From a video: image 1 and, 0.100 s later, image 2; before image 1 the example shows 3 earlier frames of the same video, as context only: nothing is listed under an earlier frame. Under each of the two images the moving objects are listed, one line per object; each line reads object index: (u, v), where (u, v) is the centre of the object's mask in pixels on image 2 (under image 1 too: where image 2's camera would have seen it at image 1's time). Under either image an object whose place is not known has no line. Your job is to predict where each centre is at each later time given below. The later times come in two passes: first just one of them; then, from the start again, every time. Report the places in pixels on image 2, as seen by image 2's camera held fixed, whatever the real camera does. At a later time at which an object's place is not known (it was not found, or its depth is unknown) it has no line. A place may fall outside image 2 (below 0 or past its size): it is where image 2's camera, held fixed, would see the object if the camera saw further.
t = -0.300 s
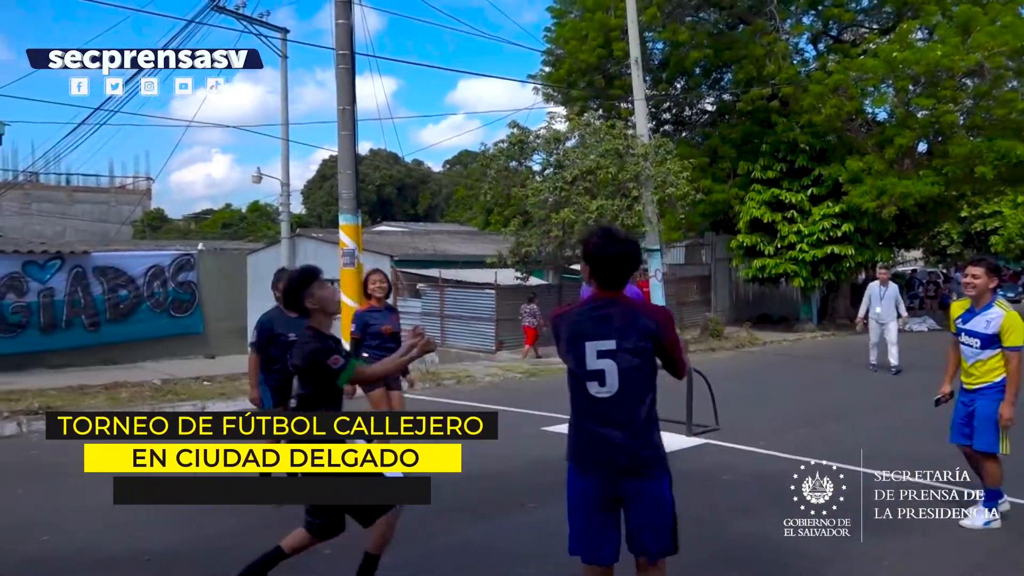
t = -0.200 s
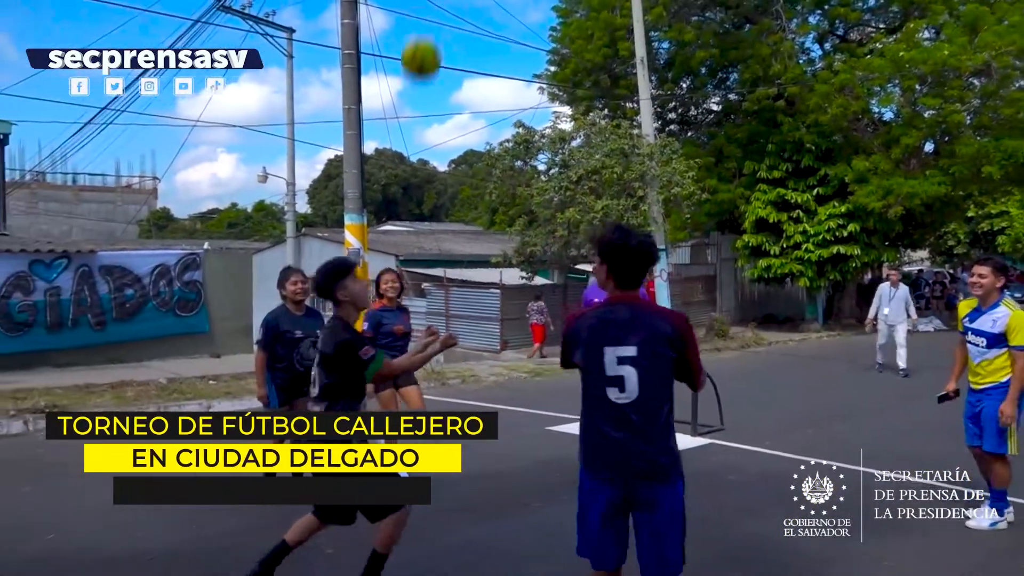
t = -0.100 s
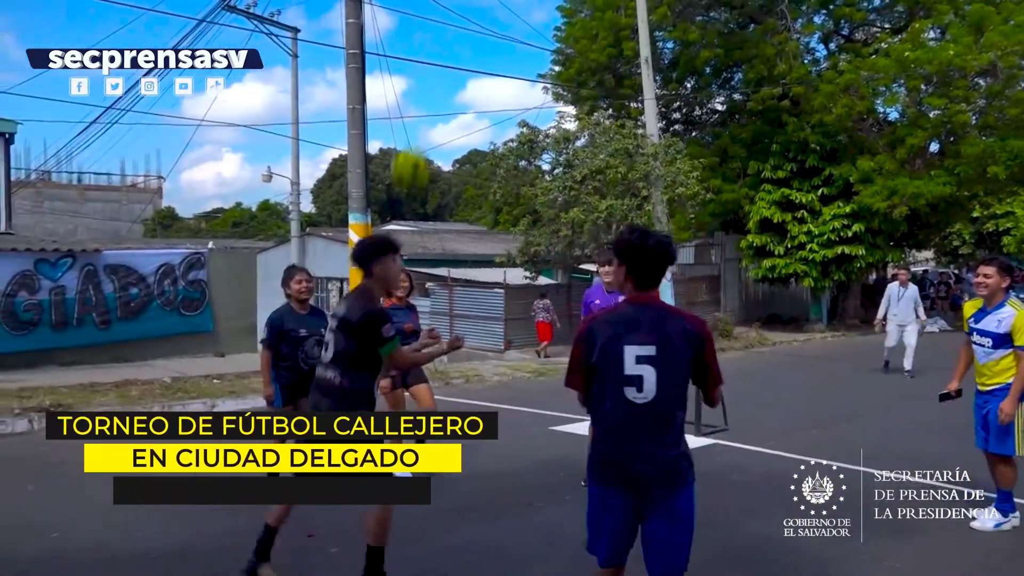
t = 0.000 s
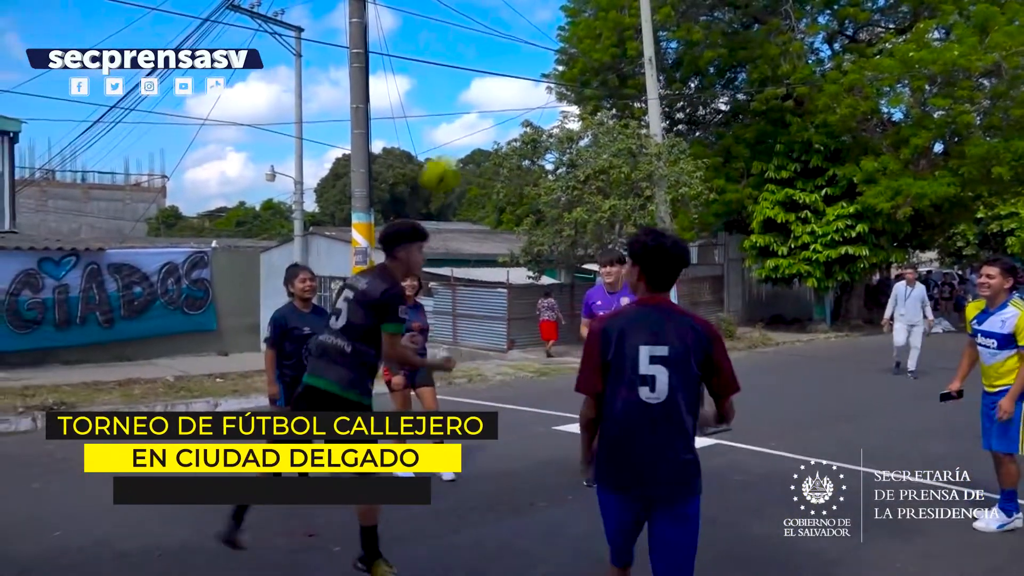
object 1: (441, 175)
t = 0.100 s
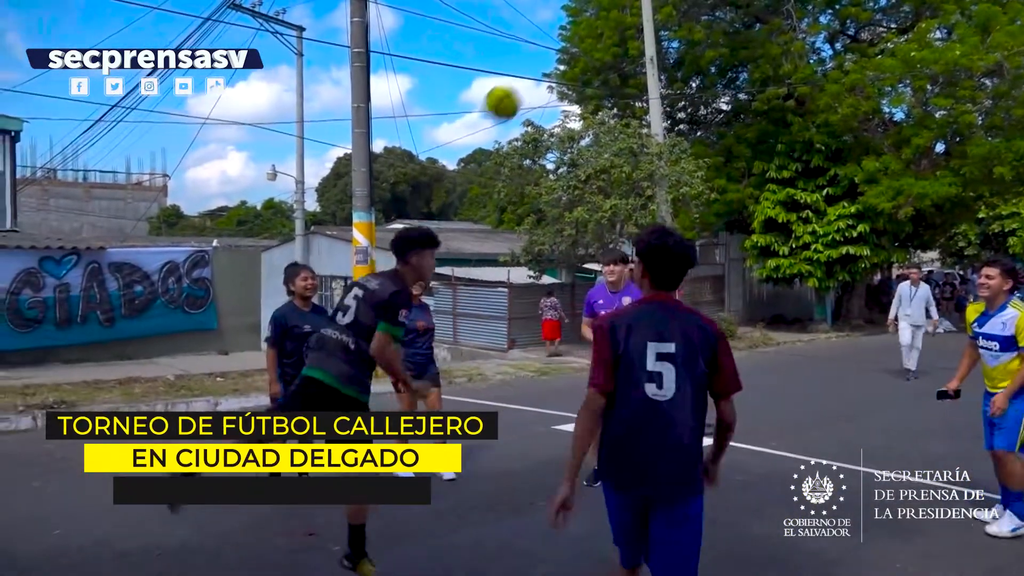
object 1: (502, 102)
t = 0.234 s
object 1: (575, 45)
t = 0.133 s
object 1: (521, 85)
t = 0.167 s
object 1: (539, 69)
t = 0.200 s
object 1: (558, 53)
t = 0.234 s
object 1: (575, 45)
